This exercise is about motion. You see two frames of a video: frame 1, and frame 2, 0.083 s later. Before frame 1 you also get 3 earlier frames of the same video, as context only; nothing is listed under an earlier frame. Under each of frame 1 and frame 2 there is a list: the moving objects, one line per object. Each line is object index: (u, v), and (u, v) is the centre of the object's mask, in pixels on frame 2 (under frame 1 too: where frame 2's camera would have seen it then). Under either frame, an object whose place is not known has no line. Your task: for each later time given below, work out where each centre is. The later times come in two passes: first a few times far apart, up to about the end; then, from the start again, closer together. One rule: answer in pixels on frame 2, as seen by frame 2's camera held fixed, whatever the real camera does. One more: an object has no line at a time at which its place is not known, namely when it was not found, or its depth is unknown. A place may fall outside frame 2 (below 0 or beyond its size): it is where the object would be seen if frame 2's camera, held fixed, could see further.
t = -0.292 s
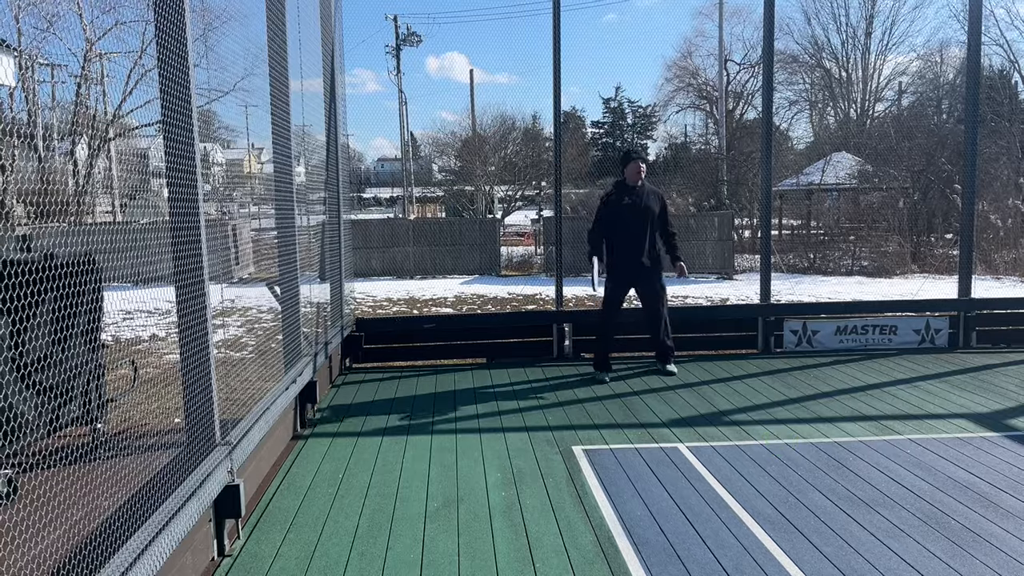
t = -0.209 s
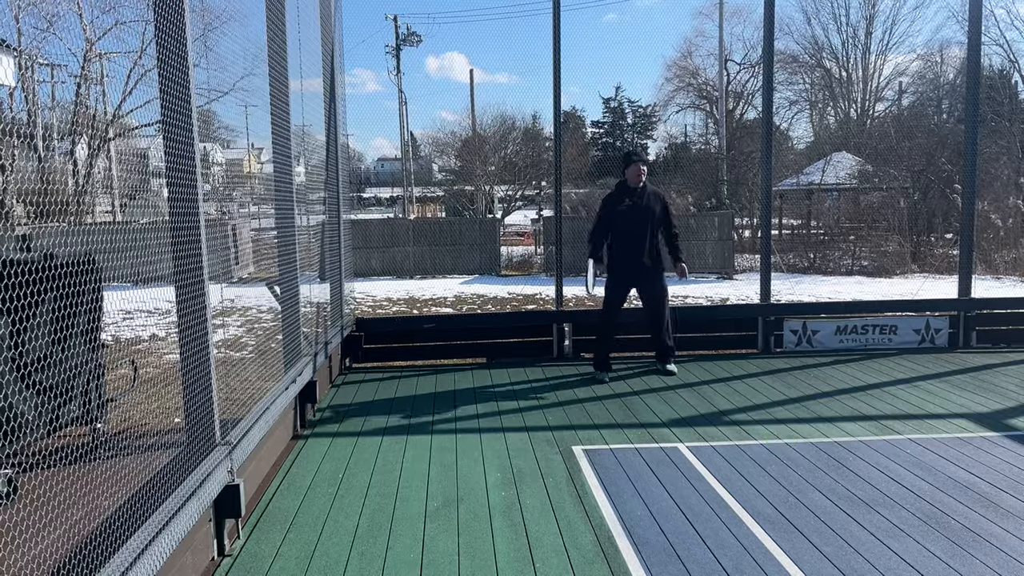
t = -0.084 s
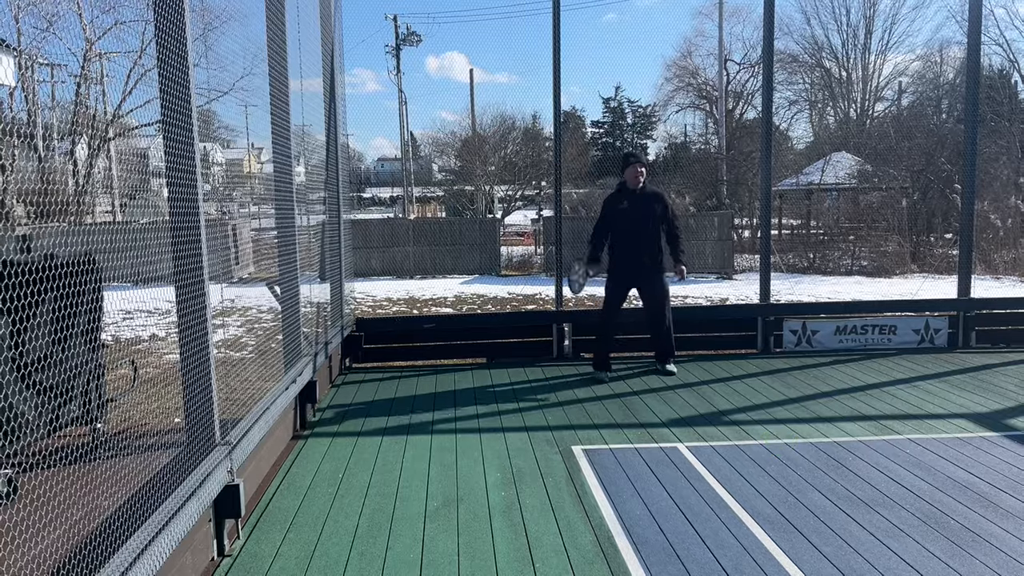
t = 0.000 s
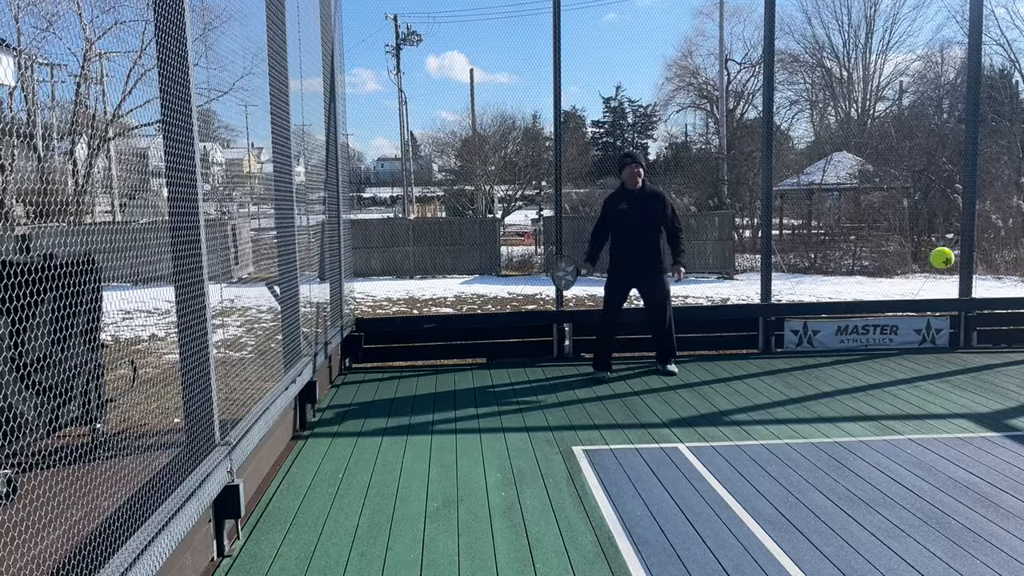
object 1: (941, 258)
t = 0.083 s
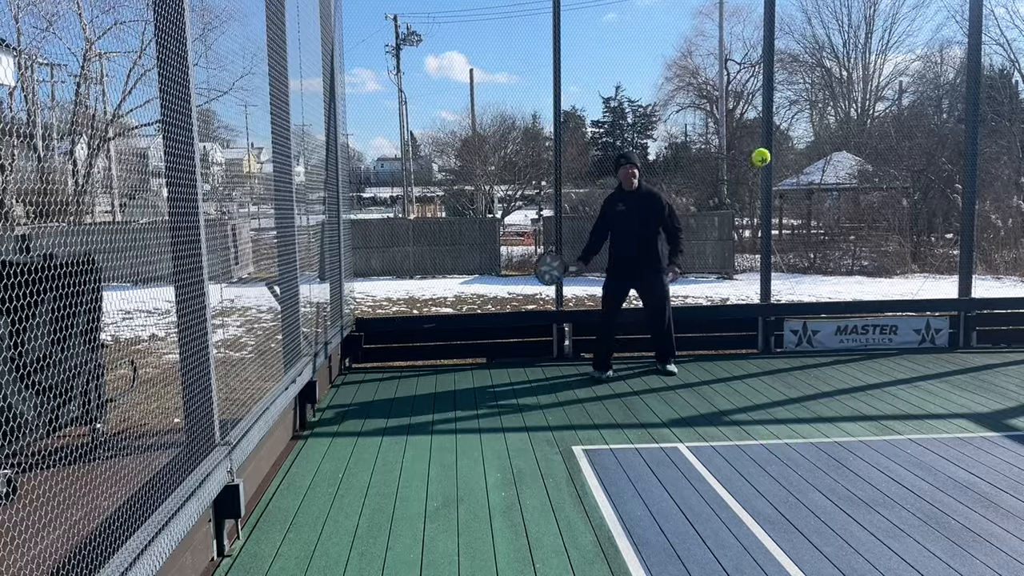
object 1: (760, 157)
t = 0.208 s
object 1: (594, 92)
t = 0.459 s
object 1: (420, 93)
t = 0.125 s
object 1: (695, 127)
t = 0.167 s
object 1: (640, 108)
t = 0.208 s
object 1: (594, 92)
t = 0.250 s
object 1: (555, 83)
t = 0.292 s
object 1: (520, 80)
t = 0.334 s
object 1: (490, 79)
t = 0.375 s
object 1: (465, 82)
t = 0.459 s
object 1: (420, 93)
